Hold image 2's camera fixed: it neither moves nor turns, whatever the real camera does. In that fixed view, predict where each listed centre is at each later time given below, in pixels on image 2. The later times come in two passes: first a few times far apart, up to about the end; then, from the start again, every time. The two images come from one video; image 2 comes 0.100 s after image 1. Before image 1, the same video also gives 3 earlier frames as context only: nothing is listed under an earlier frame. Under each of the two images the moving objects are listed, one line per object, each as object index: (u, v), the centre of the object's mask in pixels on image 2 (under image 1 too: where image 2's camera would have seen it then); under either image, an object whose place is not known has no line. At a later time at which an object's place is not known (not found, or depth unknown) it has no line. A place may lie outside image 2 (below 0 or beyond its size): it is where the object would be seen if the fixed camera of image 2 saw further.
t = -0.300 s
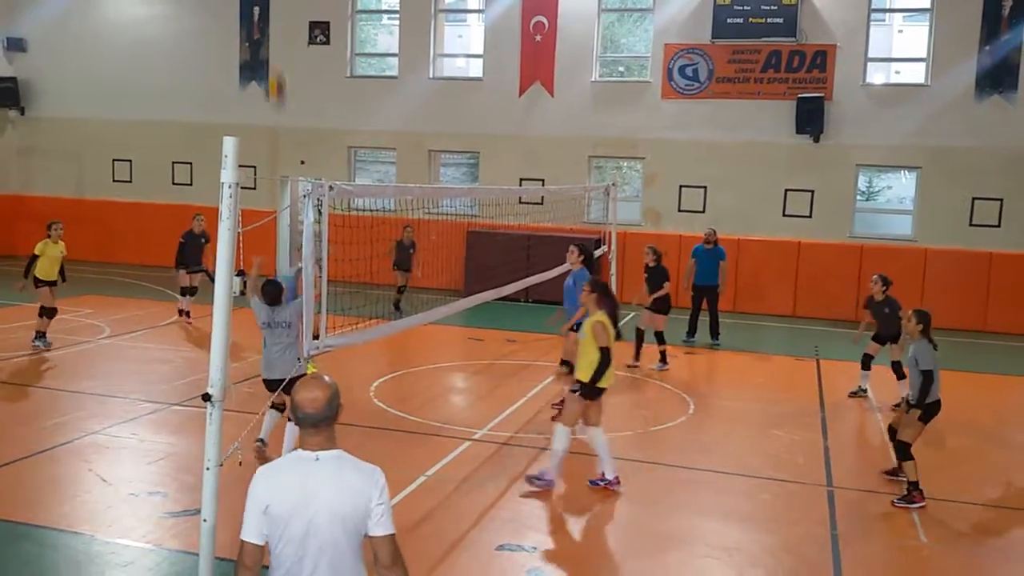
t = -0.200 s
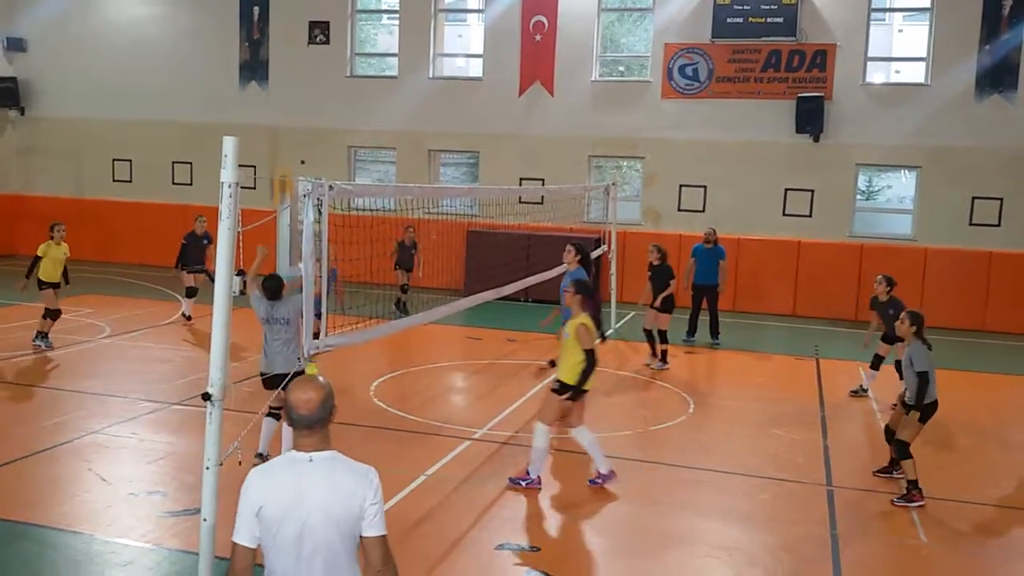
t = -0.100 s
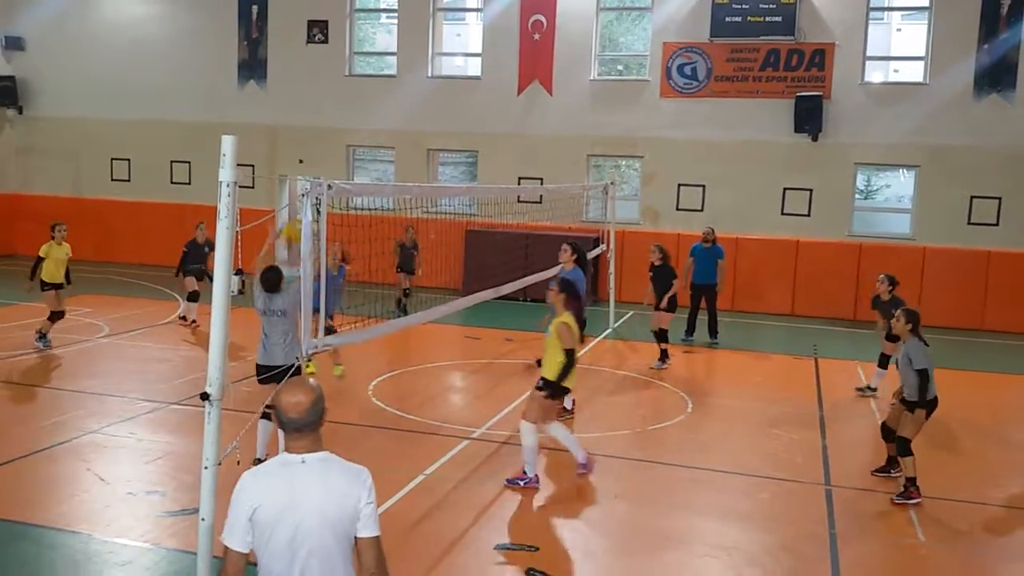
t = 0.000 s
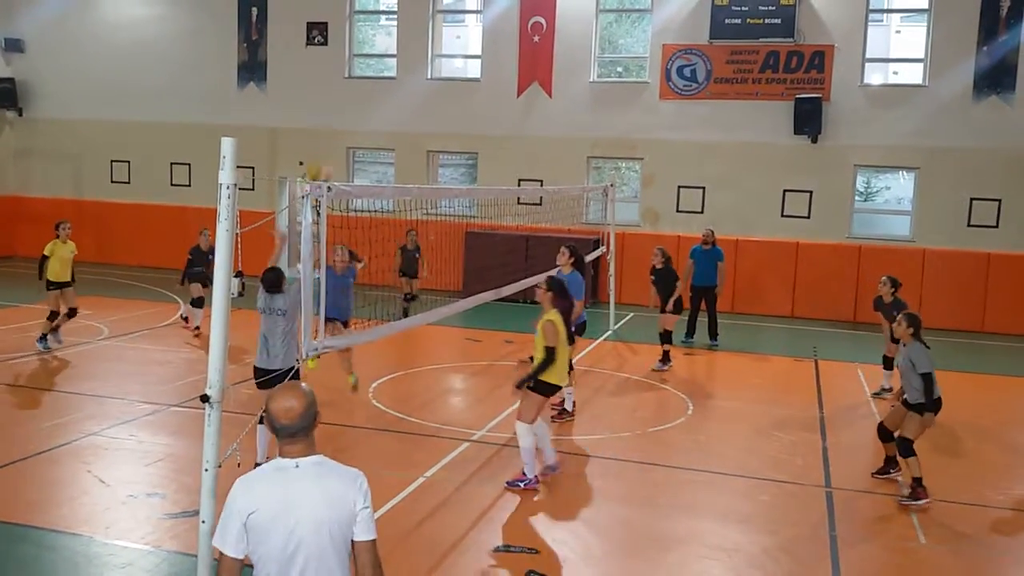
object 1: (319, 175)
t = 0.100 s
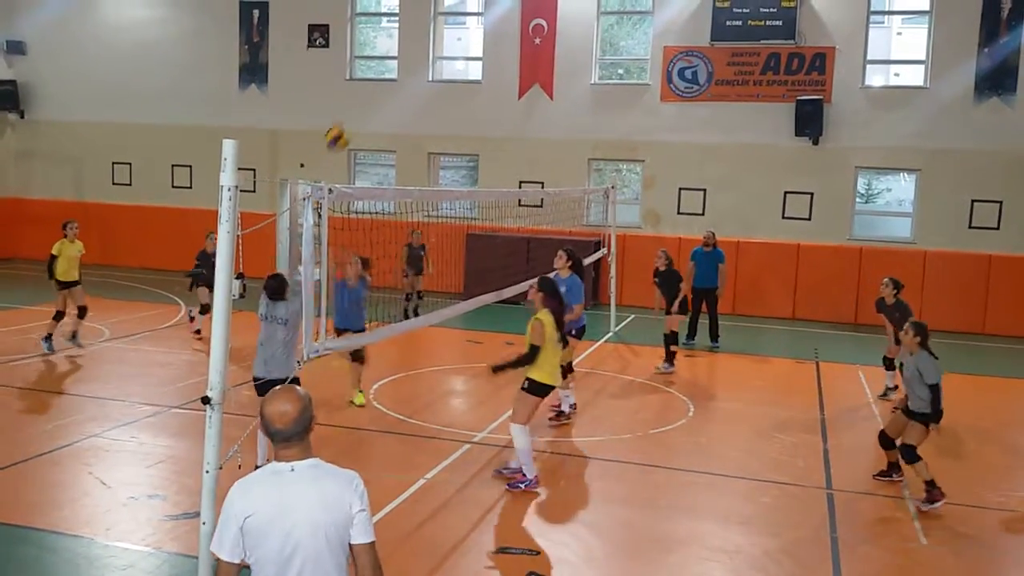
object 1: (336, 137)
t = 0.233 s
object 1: (364, 101)
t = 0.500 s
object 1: (413, 92)
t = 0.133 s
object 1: (344, 126)
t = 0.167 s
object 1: (351, 115)
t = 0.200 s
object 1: (358, 108)
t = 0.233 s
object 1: (364, 101)
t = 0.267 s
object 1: (371, 95)
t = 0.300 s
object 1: (377, 91)
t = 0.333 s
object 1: (384, 88)
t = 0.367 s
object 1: (391, 86)
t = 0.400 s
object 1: (396, 85)
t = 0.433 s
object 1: (401, 87)
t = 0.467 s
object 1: (407, 89)
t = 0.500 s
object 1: (413, 92)
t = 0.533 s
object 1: (418, 97)
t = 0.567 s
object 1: (423, 103)
